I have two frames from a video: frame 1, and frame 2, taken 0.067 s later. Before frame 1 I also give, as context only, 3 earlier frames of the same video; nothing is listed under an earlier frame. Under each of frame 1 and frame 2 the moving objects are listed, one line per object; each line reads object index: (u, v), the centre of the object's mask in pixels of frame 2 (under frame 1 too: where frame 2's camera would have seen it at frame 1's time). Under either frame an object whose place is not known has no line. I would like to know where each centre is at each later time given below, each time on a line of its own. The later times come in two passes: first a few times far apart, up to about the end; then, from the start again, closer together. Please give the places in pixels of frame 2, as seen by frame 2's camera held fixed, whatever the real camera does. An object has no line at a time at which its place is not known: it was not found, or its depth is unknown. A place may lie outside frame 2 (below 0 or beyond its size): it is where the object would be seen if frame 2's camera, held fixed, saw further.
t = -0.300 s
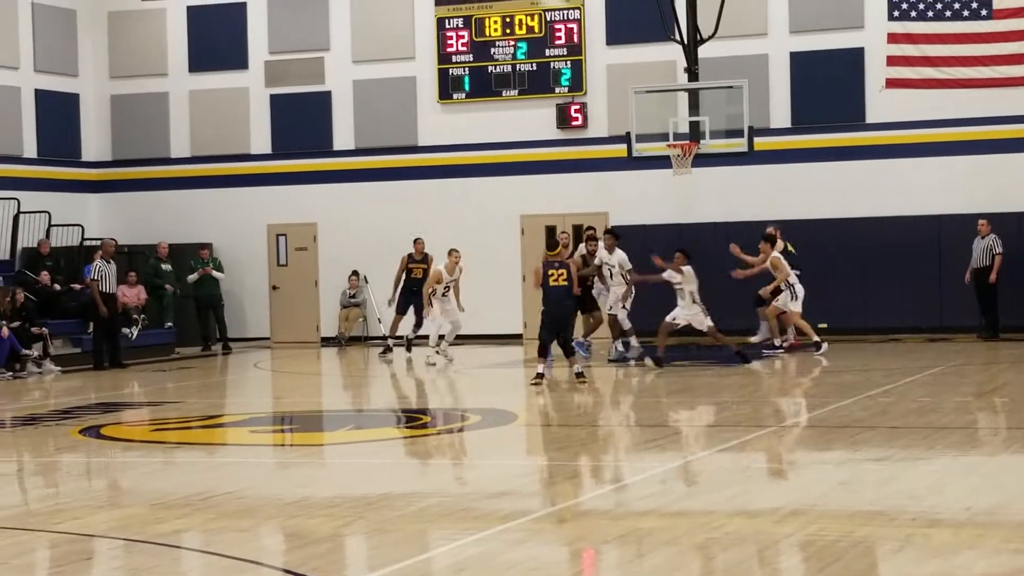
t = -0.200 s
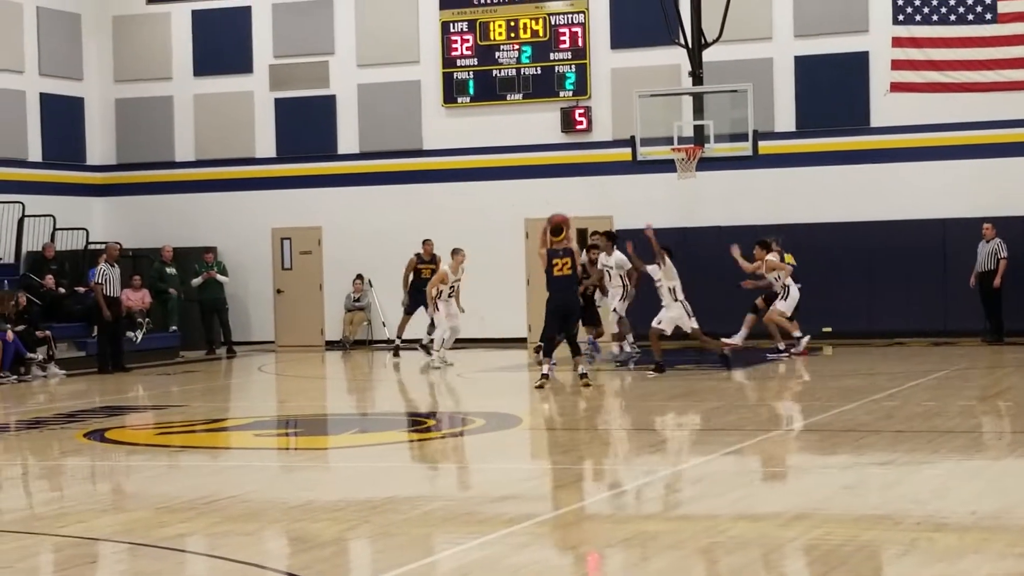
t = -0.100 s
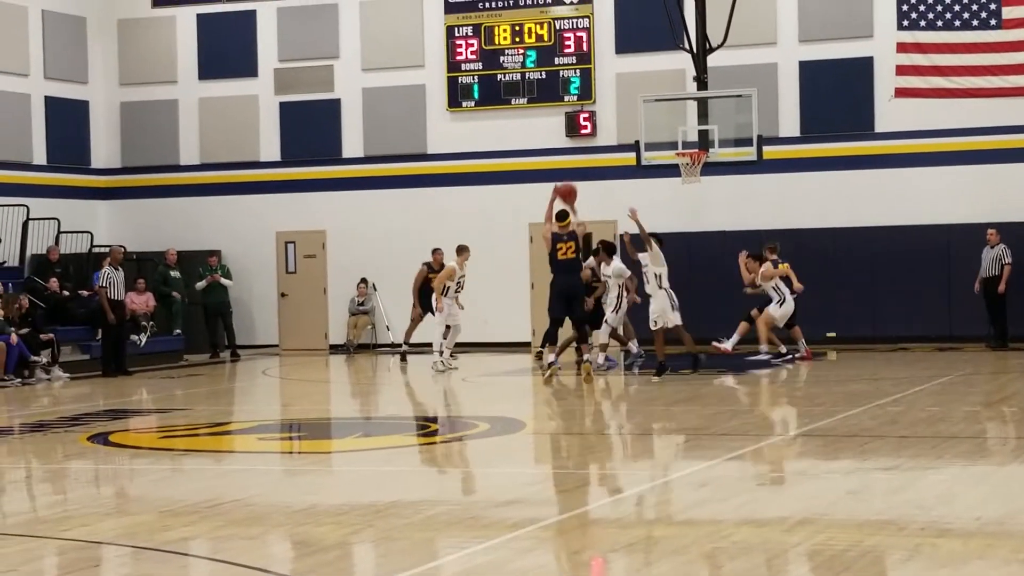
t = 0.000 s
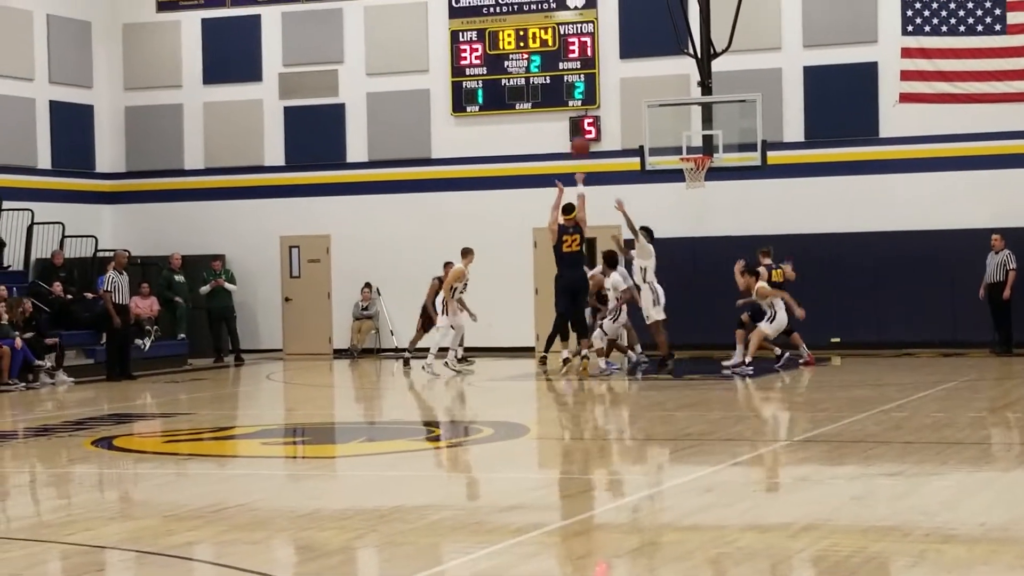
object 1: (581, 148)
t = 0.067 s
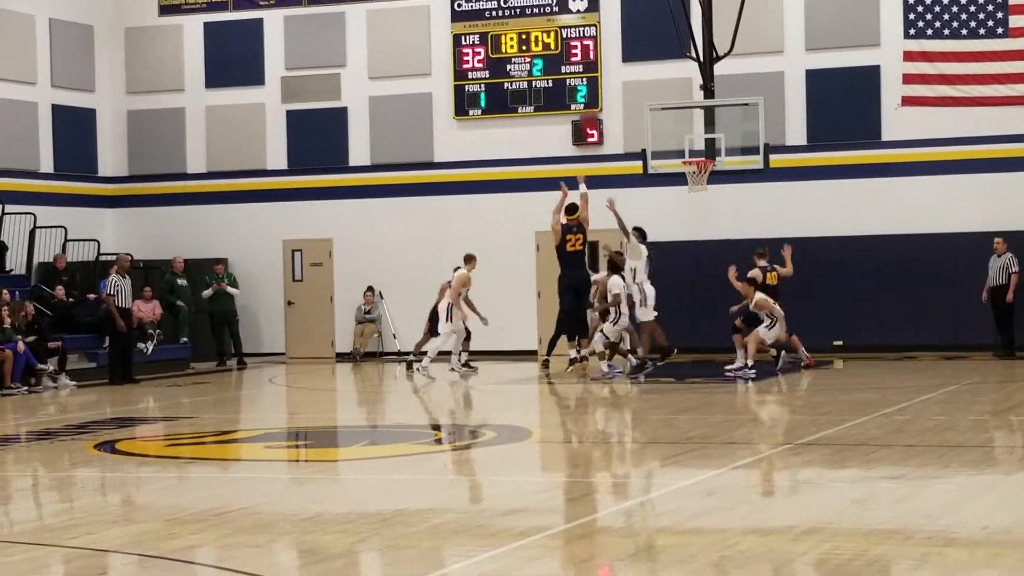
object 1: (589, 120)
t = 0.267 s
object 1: (611, 56)
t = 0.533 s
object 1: (636, 25)
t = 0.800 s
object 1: (662, 46)
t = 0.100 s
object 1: (593, 107)
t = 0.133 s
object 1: (597, 93)
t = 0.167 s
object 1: (601, 83)
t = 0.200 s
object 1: (604, 73)
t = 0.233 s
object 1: (607, 64)
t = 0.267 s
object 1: (611, 56)
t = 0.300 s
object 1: (614, 49)
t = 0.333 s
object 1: (617, 43)
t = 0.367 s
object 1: (621, 38)
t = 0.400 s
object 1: (624, 33)
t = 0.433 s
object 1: (627, 30)
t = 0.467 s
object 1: (631, 27)
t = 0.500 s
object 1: (633, 25)
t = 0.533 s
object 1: (636, 25)
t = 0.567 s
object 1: (640, 25)
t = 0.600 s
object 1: (643, 26)
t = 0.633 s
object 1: (646, 28)
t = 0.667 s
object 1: (648, 29)
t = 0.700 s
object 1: (652, 33)
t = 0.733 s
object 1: (655, 36)
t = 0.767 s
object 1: (658, 41)
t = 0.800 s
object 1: (662, 46)
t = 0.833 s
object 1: (666, 54)
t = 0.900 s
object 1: (671, 67)
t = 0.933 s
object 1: (674, 75)
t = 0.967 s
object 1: (676, 84)
